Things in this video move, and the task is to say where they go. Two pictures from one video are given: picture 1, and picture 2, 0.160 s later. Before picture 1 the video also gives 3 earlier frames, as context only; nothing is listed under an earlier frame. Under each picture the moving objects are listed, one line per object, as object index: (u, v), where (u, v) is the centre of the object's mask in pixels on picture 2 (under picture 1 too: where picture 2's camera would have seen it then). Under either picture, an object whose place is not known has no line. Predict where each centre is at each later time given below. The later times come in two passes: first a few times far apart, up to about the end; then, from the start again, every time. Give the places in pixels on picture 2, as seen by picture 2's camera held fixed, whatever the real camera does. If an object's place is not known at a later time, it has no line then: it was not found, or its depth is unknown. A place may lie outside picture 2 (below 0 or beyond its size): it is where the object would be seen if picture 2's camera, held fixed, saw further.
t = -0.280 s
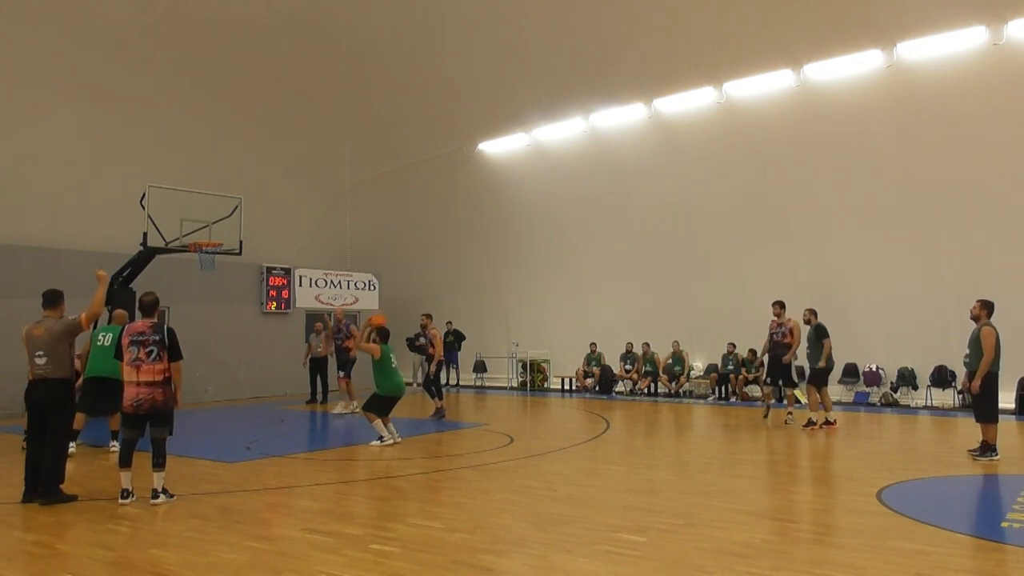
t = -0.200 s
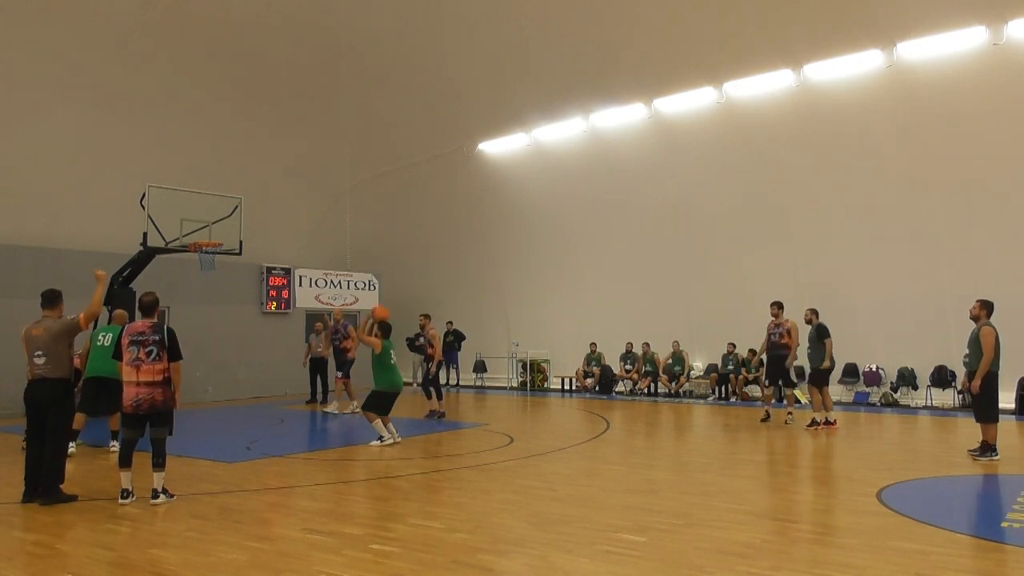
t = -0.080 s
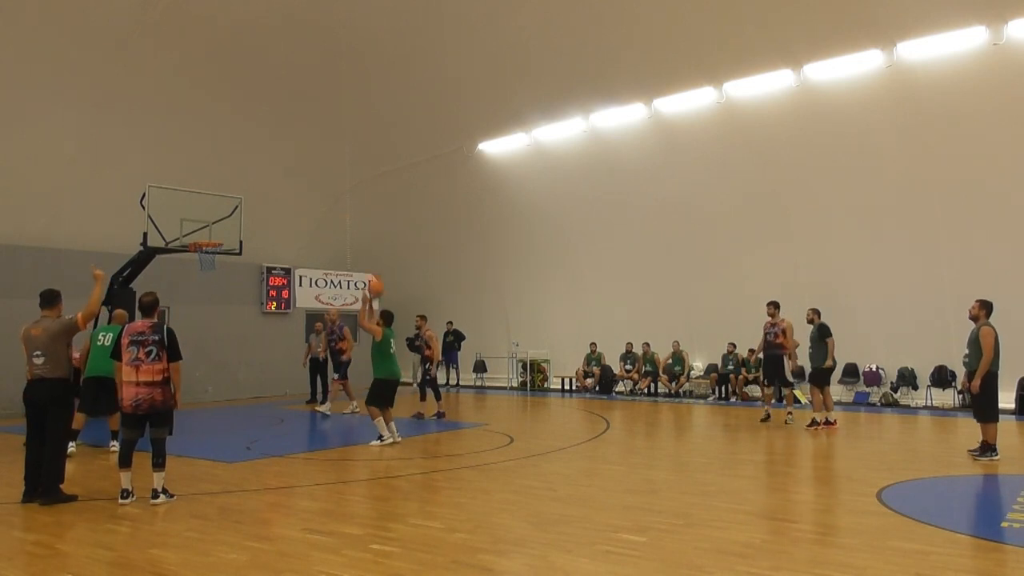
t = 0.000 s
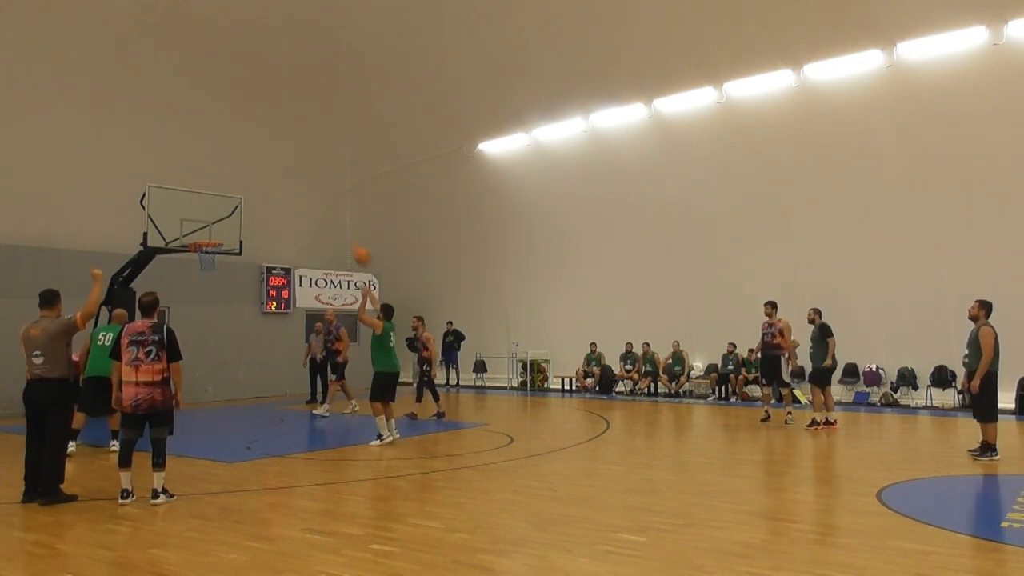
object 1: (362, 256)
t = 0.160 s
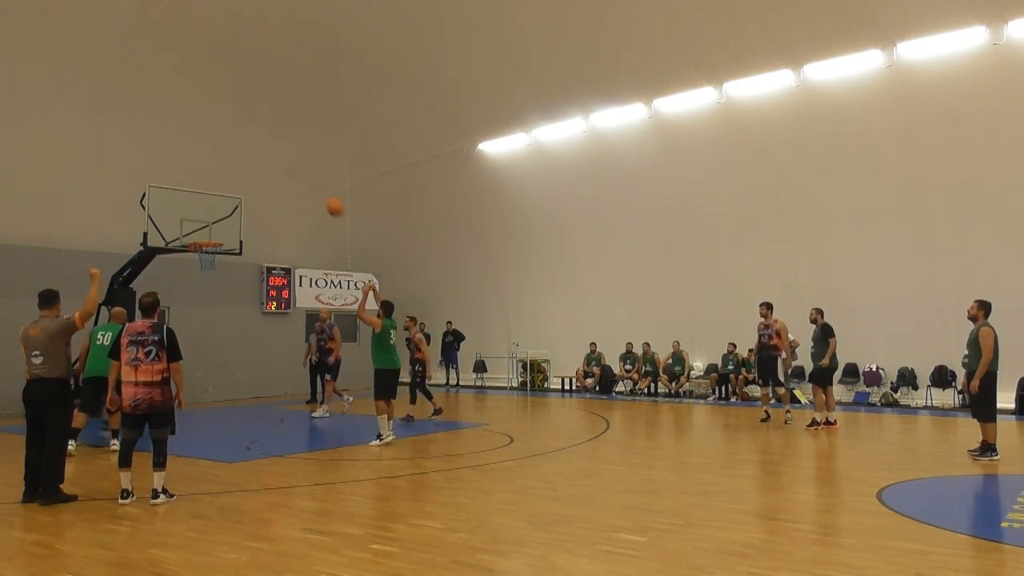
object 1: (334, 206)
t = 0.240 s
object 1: (322, 190)
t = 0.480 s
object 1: (284, 167)
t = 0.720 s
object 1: (250, 179)
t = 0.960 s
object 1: (219, 223)
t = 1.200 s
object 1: (200, 276)
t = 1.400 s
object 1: (193, 329)
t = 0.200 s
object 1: (328, 198)
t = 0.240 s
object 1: (322, 190)
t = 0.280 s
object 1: (315, 183)
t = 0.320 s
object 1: (309, 178)
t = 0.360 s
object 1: (303, 174)
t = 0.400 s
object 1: (296, 170)
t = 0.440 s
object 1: (290, 168)
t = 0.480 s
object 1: (284, 167)
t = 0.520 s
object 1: (278, 166)
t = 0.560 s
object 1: (273, 167)
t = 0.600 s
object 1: (267, 169)
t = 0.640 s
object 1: (262, 171)
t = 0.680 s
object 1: (256, 175)
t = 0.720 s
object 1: (250, 179)
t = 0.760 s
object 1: (245, 184)
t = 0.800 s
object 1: (240, 190)
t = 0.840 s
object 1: (234, 198)
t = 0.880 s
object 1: (228, 205)
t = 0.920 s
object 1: (223, 213)
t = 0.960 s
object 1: (219, 223)
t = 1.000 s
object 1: (213, 233)
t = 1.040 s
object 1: (210, 244)
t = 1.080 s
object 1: (206, 253)
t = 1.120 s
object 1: (204, 261)
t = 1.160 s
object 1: (202, 268)
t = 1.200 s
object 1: (200, 276)
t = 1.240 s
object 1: (198, 285)
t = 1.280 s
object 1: (197, 295)
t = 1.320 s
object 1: (195, 305)
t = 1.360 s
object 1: (193, 317)
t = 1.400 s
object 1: (193, 329)
